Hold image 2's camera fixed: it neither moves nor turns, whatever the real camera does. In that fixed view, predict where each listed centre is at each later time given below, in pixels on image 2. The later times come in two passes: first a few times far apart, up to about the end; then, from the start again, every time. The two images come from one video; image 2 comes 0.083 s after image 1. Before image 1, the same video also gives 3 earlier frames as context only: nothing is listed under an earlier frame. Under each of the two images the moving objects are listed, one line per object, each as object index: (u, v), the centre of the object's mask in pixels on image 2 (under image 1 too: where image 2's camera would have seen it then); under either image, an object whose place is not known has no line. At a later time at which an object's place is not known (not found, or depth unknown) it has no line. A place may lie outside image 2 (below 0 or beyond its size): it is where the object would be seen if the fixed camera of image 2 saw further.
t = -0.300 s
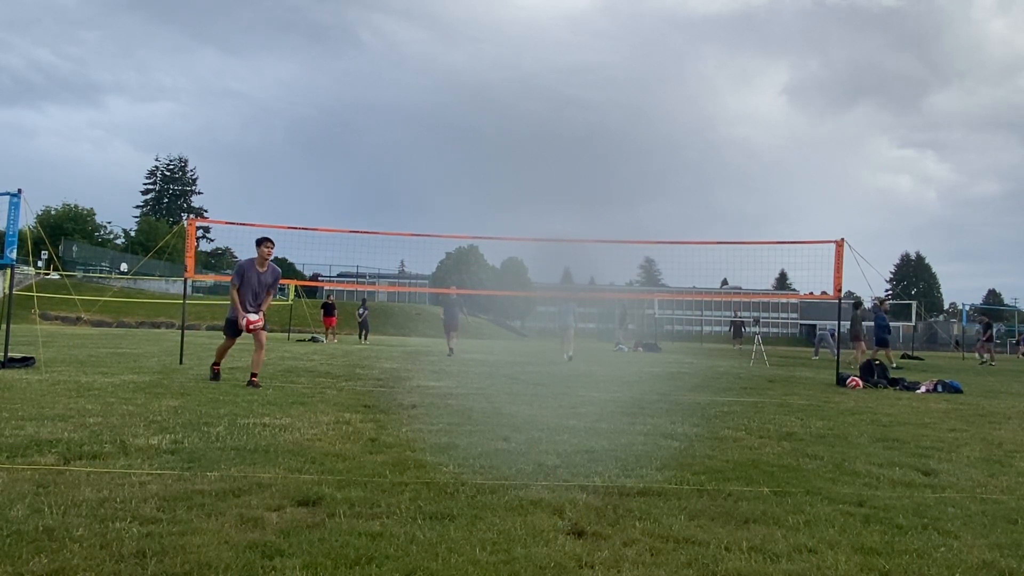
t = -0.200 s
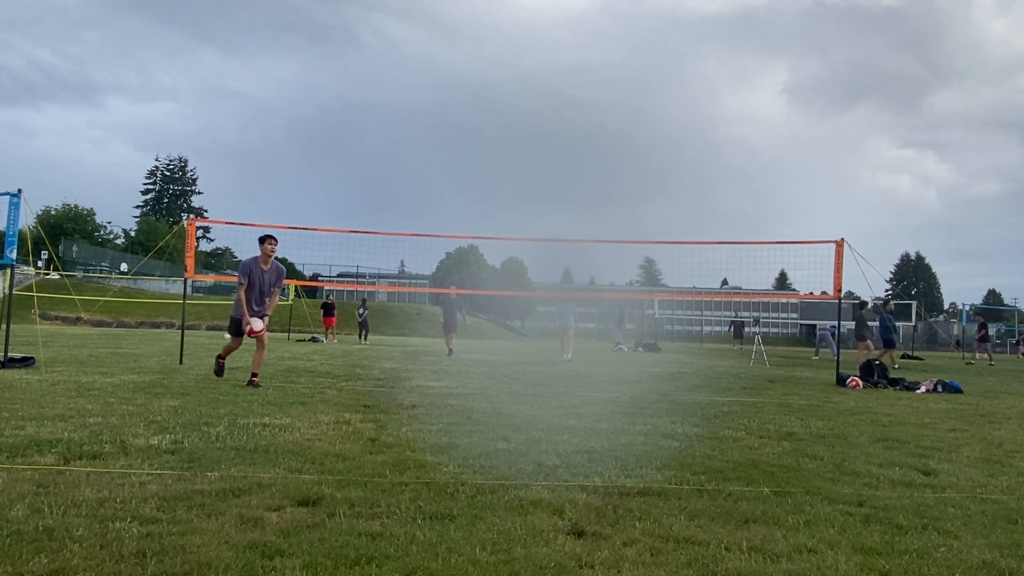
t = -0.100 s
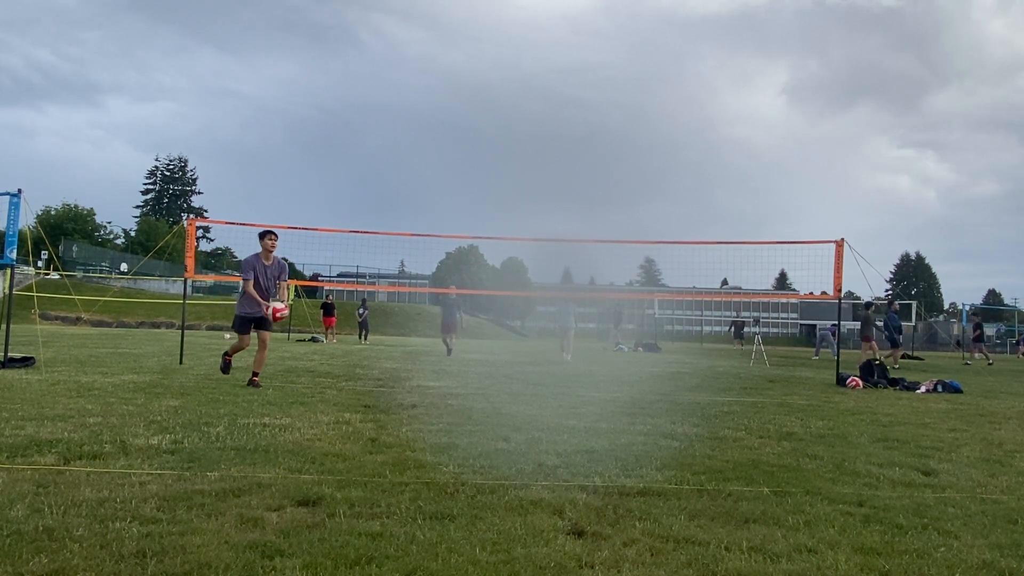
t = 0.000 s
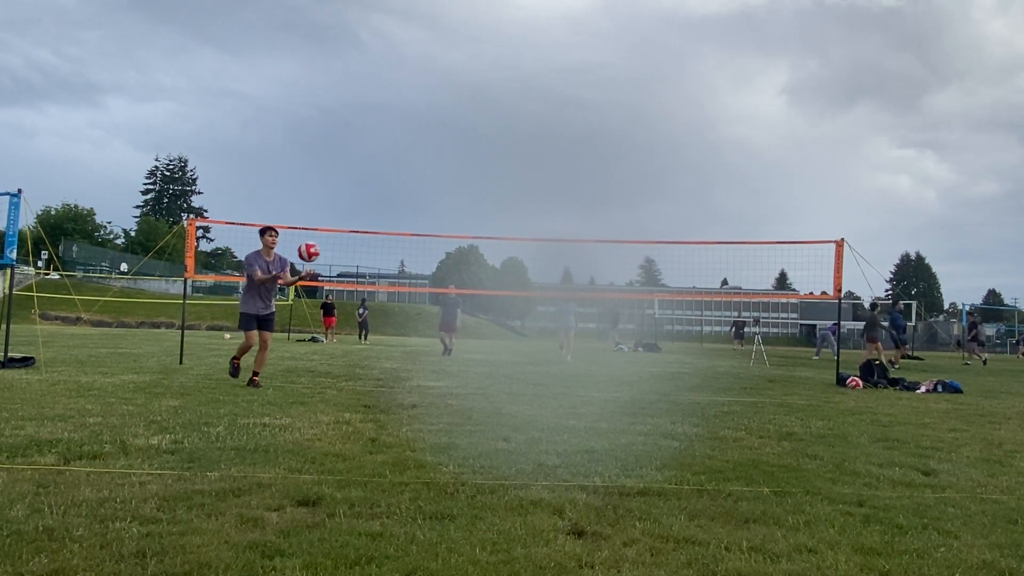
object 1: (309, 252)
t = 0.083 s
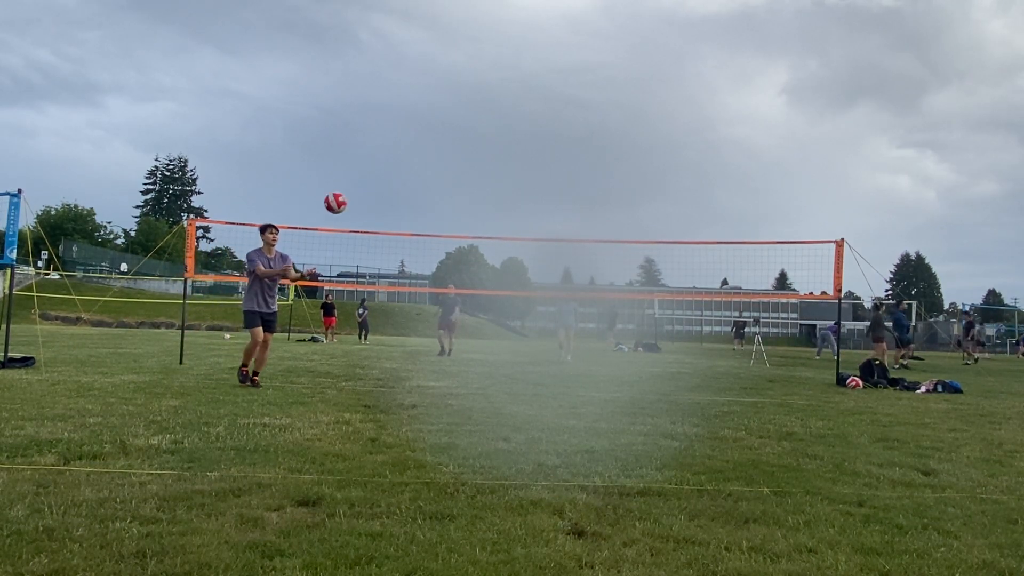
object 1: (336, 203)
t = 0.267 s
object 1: (397, 111)
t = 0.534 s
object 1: (499, 21)
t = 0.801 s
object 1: (626, 9)
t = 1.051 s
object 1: (788, 86)
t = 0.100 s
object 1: (341, 193)
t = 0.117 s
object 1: (346, 184)
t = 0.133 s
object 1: (352, 175)
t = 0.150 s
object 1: (357, 166)
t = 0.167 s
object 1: (363, 158)
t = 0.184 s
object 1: (368, 150)
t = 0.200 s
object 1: (374, 141)
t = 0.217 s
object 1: (380, 134)
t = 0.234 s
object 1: (385, 126)
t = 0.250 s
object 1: (391, 118)
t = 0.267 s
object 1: (397, 111)
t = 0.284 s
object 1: (403, 103)
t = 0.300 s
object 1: (409, 96)
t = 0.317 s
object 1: (414, 90)
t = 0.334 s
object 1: (421, 83)
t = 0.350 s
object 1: (426, 77)
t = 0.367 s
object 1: (433, 70)
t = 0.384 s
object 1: (439, 64)
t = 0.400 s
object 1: (445, 58)
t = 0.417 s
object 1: (452, 53)
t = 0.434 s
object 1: (458, 48)
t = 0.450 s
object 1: (465, 43)
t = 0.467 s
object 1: (472, 38)
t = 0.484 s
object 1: (478, 33)
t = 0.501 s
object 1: (485, 29)
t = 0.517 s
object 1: (492, 25)
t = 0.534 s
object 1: (499, 21)
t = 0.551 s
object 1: (506, 18)
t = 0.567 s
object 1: (513, 15)
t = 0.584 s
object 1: (521, 12)
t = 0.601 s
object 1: (528, 11)
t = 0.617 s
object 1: (536, 10)
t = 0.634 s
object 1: (544, 9)
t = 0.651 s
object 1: (551, 8)
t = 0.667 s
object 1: (559, 8)
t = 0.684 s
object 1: (567, 7)
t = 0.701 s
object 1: (575, 7)
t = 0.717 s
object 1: (583, 7)
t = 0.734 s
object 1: (591, 7)
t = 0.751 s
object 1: (600, 7)
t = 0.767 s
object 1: (608, 8)
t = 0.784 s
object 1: (617, 8)
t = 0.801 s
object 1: (626, 9)
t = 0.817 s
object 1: (635, 10)
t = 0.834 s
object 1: (645, 11)
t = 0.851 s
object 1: (654, 13)
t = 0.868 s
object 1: (664, 15)
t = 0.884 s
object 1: (674, 17)
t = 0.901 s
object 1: (684, 22)
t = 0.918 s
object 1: (695, 26)
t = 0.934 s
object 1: (706, 31)
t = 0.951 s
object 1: (717, 37)
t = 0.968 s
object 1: (728, 44)
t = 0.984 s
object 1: (740, 51)
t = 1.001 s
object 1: (751, 59)
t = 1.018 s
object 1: (763, 67)
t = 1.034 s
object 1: (776, 76)
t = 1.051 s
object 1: (788, 86)
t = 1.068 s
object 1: (802, 97)
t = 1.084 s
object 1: (815, 108)
